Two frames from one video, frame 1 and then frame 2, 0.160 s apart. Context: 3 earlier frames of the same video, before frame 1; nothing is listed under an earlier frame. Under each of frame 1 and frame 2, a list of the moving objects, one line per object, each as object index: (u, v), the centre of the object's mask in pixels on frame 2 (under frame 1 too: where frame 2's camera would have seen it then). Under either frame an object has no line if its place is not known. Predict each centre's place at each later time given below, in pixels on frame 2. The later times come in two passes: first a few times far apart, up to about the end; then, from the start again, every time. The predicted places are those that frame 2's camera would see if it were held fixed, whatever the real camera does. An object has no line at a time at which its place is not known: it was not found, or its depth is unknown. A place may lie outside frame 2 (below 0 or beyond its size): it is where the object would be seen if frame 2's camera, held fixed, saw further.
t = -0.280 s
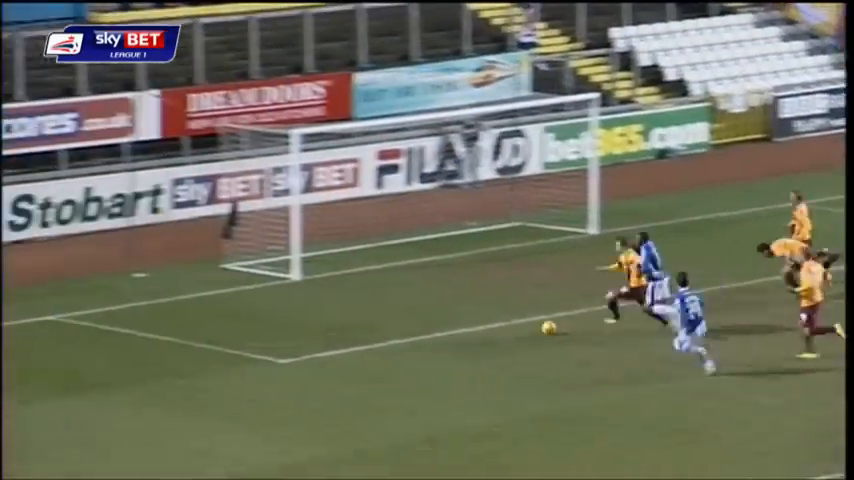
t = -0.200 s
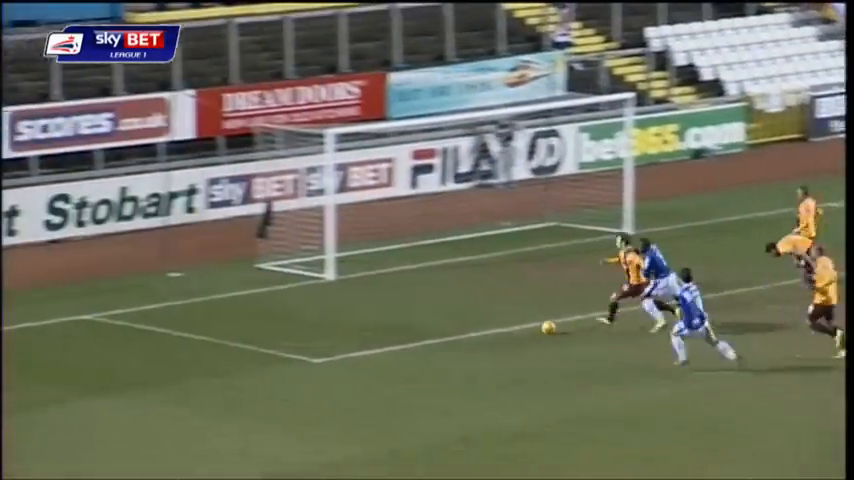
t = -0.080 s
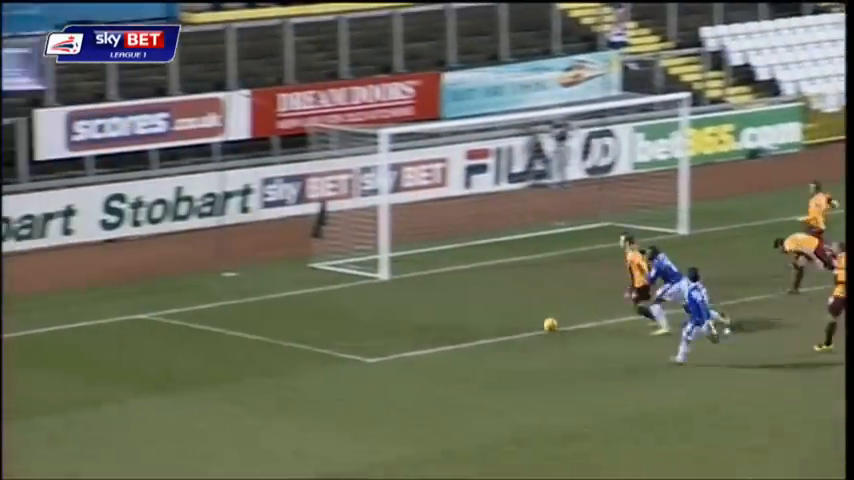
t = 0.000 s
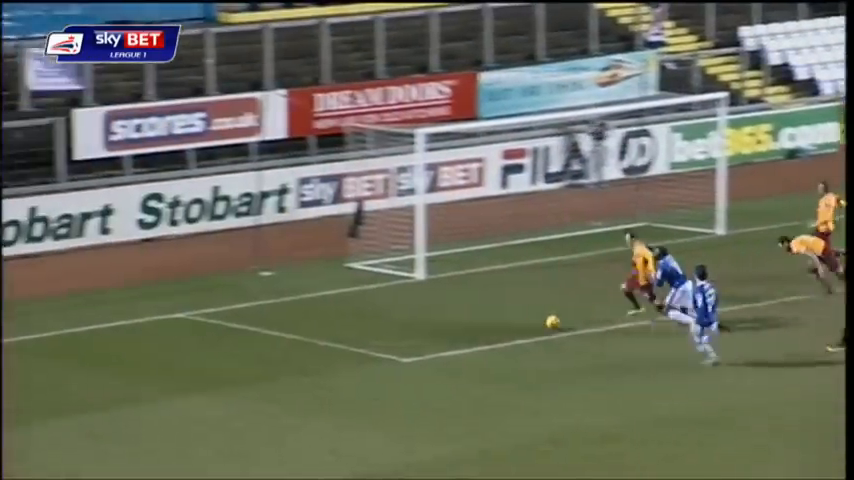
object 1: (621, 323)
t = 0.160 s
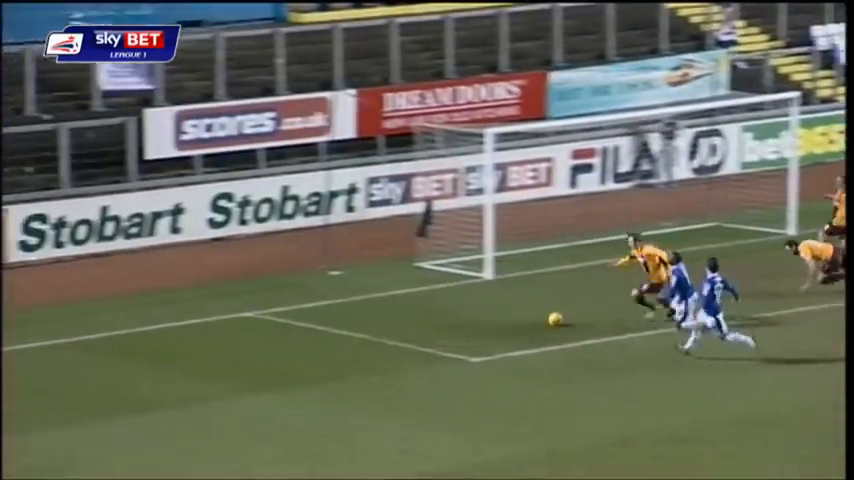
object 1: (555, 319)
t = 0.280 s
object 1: (507, 316)
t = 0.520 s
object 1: (417, 312)
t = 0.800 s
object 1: (316, 308)
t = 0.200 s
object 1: (539, 318)
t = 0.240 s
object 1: (523, 317)
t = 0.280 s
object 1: (507, 316)
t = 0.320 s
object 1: (492, 316)
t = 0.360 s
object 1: (477, 315)
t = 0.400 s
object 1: (462, 314)
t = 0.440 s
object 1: (447, 314)
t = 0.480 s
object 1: (431, 313)
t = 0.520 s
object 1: (417, 312)
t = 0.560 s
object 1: (403, 312)
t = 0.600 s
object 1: (387, 312)
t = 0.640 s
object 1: (373, 310)
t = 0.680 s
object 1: (359, 309)
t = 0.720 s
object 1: (345, 309)
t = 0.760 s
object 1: (331, 309)
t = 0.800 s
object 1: (316, 308)
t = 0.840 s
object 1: (303, 306)
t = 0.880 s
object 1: (289, 307)
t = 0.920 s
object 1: (275, 307)
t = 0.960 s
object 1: (262, 306)
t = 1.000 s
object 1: (249, 305)
